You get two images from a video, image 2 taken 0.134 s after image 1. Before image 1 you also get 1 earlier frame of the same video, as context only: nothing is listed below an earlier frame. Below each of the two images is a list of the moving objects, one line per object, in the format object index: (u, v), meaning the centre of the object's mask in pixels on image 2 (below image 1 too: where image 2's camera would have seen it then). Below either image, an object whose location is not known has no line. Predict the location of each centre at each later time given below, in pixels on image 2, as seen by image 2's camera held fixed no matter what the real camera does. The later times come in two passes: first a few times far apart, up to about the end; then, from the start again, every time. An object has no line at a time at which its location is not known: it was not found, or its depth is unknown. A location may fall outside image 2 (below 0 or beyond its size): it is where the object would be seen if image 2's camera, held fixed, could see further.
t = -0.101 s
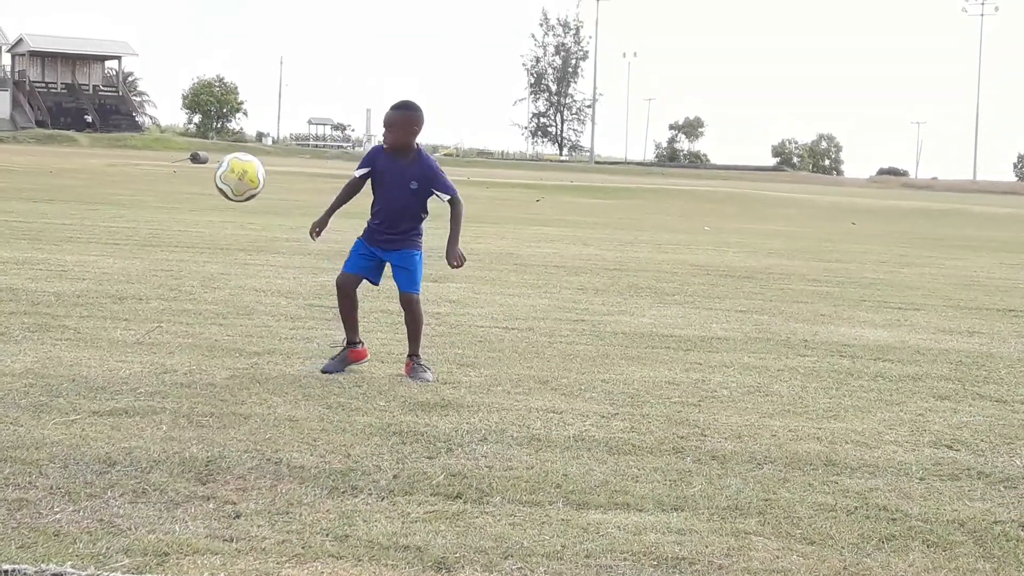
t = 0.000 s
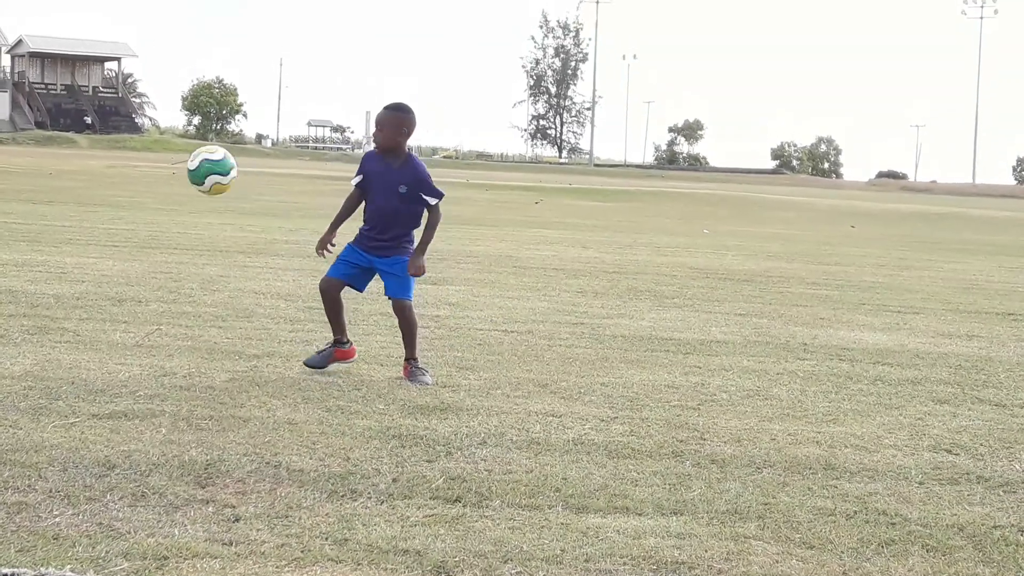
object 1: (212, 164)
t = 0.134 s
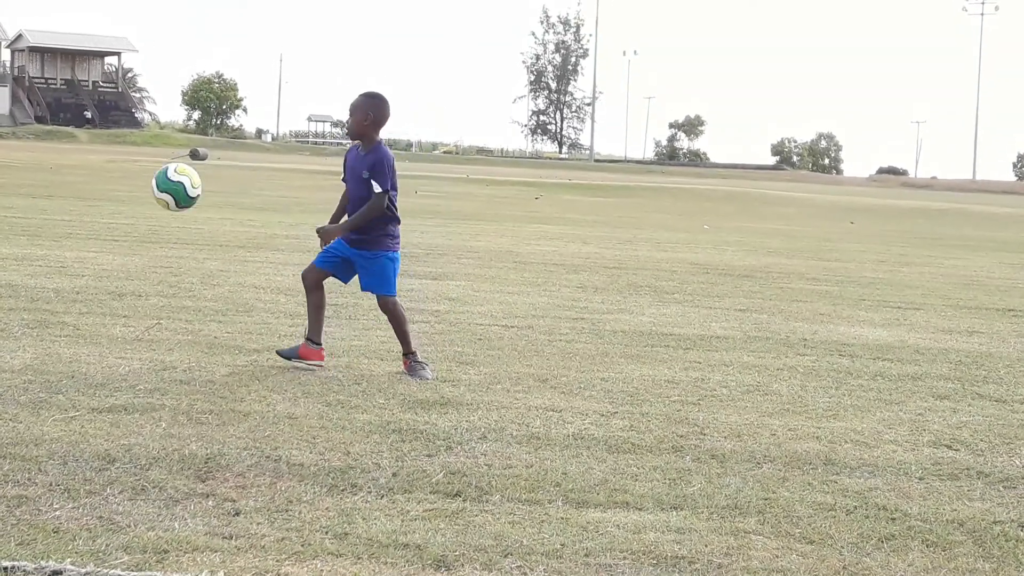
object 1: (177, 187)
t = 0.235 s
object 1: (152, 227)
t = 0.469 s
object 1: (107, 286)
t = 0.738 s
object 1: (76, 248)
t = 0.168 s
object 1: (168, 198)
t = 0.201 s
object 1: (160, 211)
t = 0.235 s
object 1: (152, 227)
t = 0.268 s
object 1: (143, 245)
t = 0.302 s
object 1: (135, 265)
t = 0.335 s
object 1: (127, 287)
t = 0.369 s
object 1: (119, 311)
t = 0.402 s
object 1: (113, 318)
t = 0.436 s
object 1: (110, 301)
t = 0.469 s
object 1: (107, 286)
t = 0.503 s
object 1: (103, 274)
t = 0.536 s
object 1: (100, 263)
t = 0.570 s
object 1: (96, 256)
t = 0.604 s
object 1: (92, 250)
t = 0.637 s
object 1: (88, 247)
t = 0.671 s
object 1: (84, 245)
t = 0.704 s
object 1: (80, 245)
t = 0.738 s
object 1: (76, 248)
